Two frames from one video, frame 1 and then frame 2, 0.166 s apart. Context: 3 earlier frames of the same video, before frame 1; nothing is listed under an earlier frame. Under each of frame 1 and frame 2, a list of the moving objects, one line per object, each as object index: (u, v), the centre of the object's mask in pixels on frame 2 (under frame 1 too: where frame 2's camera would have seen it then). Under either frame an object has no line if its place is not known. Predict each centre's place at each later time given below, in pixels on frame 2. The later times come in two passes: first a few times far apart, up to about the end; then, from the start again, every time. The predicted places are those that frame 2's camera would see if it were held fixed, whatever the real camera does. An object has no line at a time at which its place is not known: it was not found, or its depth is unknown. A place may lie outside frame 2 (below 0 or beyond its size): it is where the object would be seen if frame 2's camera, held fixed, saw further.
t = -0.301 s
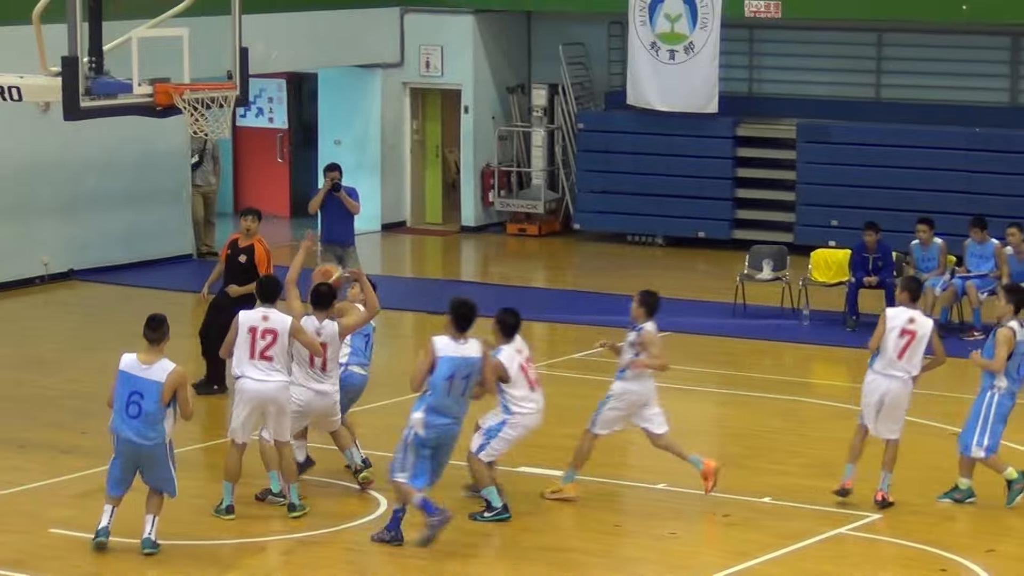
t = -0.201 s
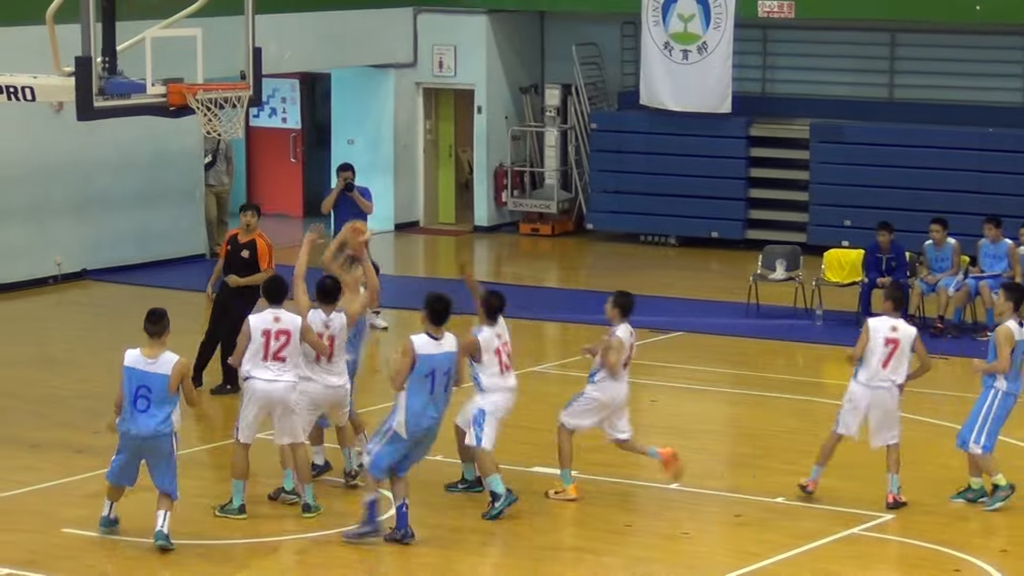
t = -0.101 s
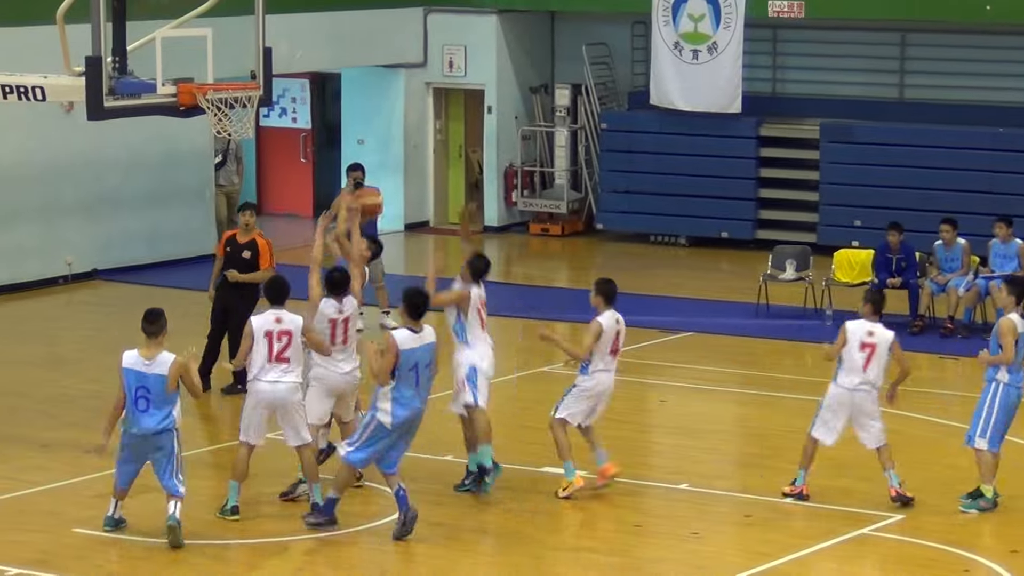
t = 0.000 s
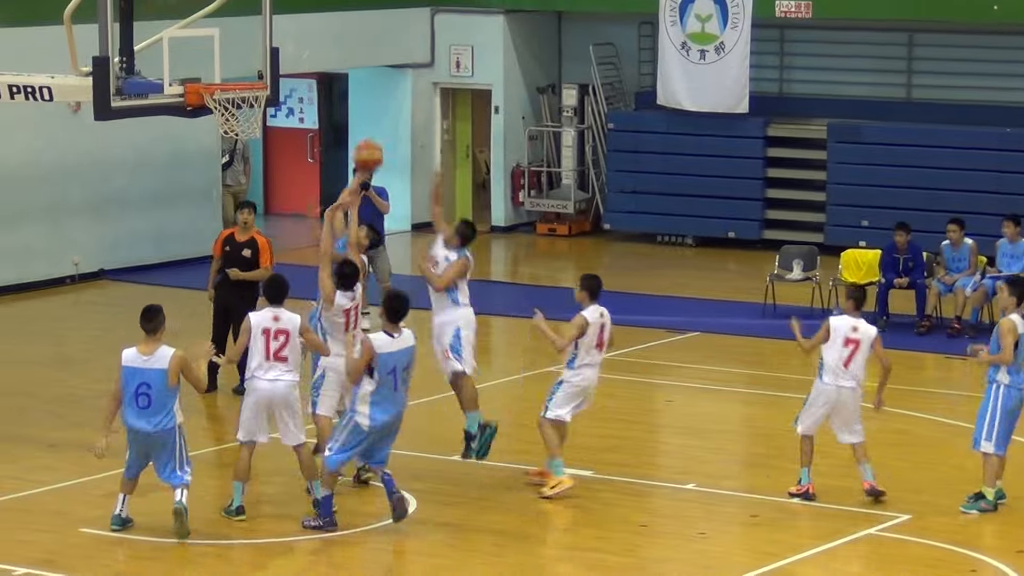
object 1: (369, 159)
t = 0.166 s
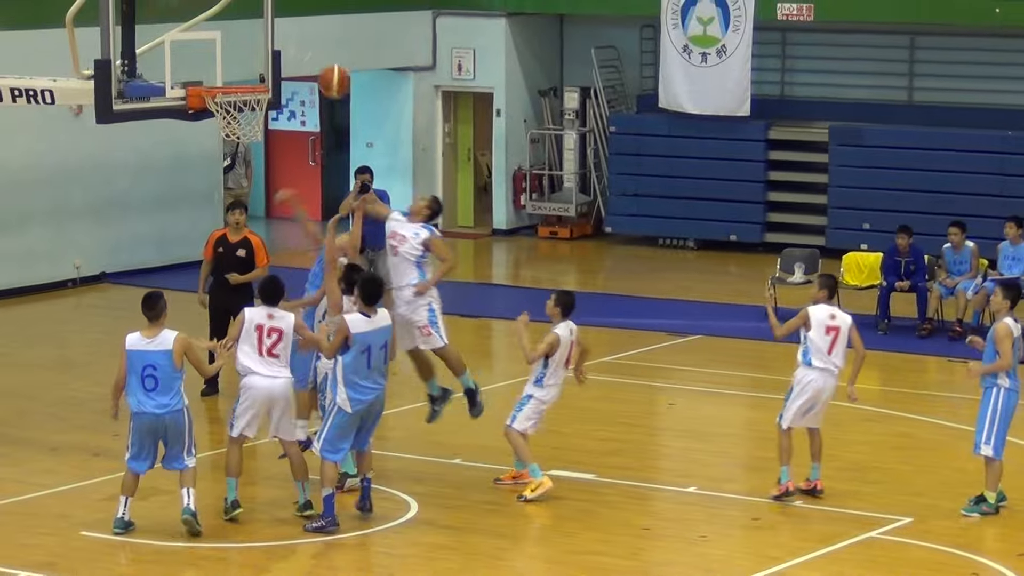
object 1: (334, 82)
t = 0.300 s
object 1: (304, 42)
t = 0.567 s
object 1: (244, 31)
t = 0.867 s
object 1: (201, 44)
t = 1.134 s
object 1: (191, 59)
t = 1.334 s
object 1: (181, 131)
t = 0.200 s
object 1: (327, 70)
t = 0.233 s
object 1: (319, 59)
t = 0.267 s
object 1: (312, 49)
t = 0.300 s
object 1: (304, 42)
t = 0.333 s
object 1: (297, 35)
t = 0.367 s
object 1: (290, 31)
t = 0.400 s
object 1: (282, 27)
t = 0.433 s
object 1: (274, 25)
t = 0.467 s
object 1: (267, 24)
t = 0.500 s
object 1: (259, 25)
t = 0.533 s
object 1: (251, 27)
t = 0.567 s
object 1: (244, 31)
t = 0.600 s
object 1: (236, 37)
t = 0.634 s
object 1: (229, 44)
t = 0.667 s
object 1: (221, 52)
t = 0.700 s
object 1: (213, 62)
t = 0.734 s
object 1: (207, 71)
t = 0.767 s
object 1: (205, 62)
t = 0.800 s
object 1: (204, 54)
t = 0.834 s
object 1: (203, 48)
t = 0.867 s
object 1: (201, 44)
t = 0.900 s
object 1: (200, 40)
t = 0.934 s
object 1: (199, 39)
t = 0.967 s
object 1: (197, 38)
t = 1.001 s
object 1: (196, 39)
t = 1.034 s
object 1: (195, 42)
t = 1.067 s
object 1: (194, 46)
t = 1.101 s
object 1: (193, 52)
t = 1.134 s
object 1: (191, 59)
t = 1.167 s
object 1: (190, 69)
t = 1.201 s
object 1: (190, 80)
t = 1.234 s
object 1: (189, 92)
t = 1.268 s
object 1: (186, 102)
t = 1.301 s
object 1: (184, 115)
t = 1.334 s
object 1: (181, 131)
